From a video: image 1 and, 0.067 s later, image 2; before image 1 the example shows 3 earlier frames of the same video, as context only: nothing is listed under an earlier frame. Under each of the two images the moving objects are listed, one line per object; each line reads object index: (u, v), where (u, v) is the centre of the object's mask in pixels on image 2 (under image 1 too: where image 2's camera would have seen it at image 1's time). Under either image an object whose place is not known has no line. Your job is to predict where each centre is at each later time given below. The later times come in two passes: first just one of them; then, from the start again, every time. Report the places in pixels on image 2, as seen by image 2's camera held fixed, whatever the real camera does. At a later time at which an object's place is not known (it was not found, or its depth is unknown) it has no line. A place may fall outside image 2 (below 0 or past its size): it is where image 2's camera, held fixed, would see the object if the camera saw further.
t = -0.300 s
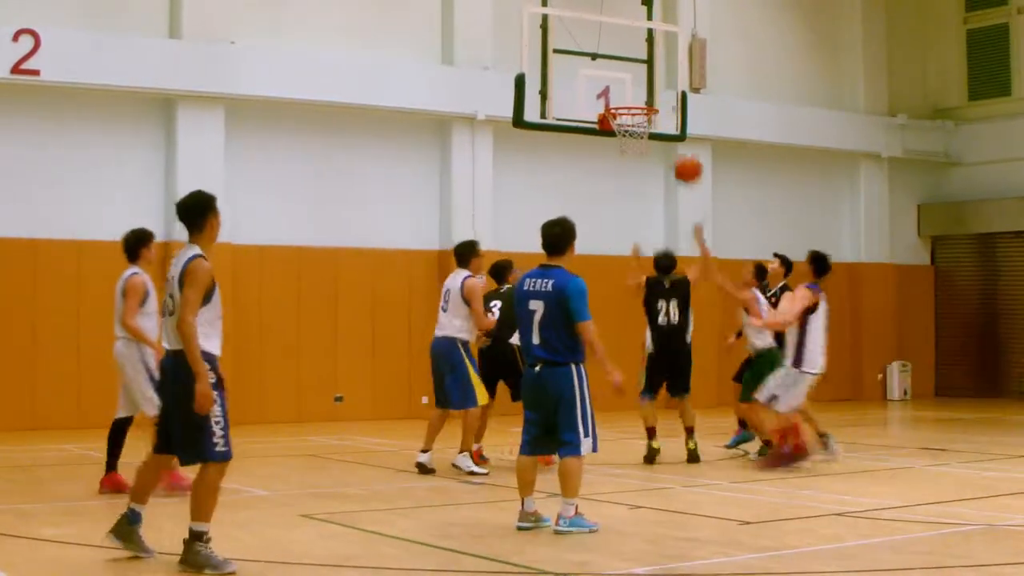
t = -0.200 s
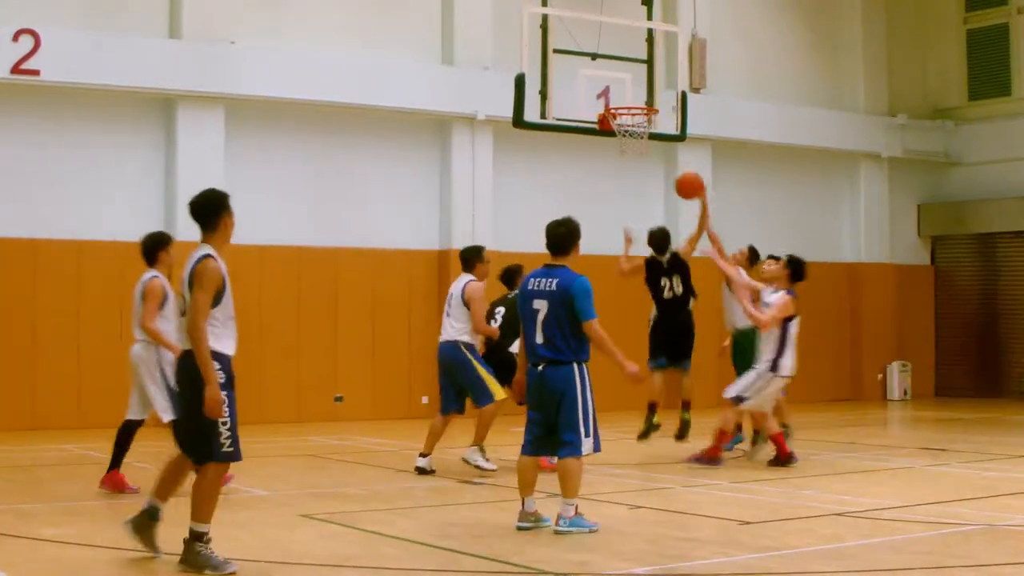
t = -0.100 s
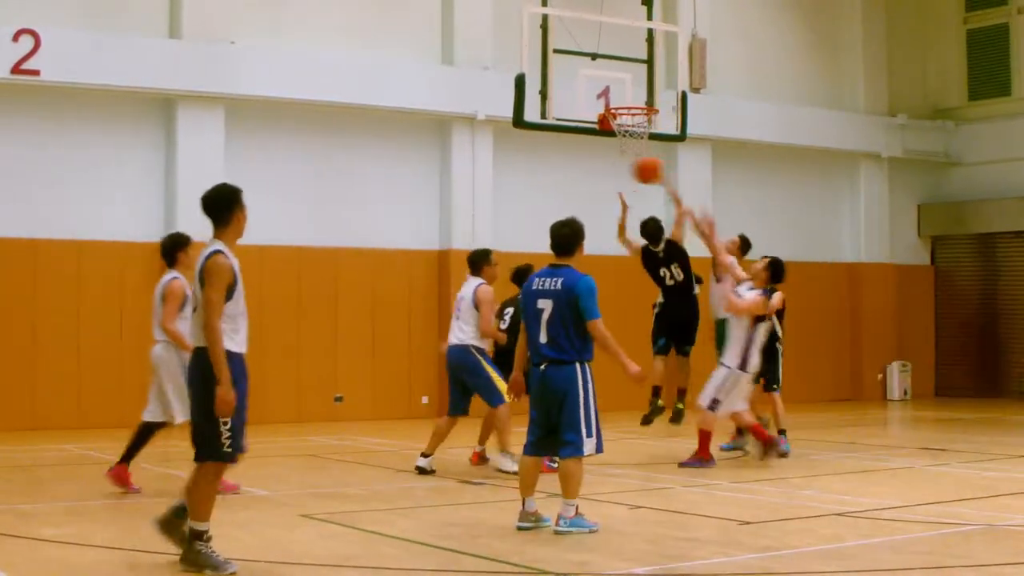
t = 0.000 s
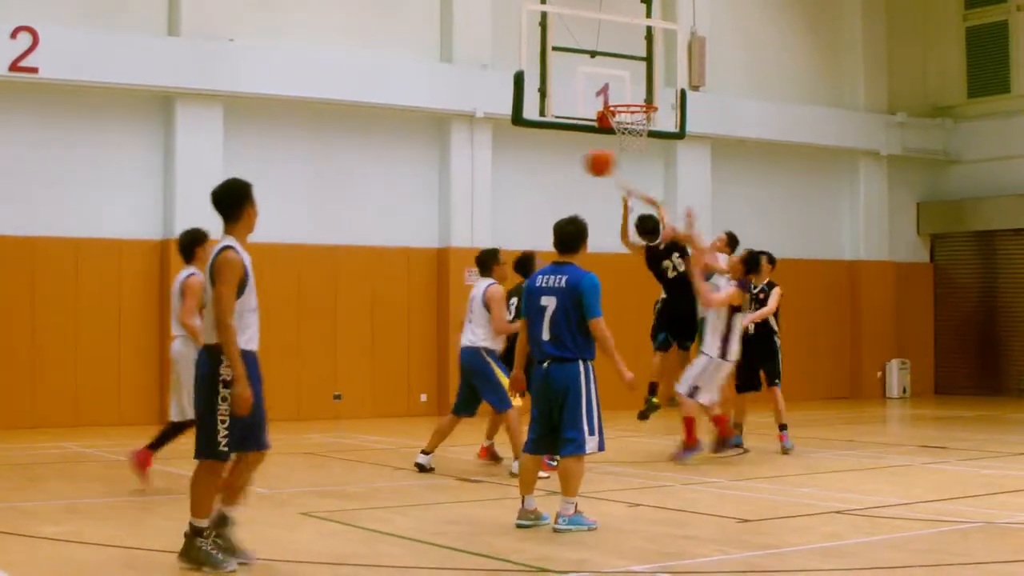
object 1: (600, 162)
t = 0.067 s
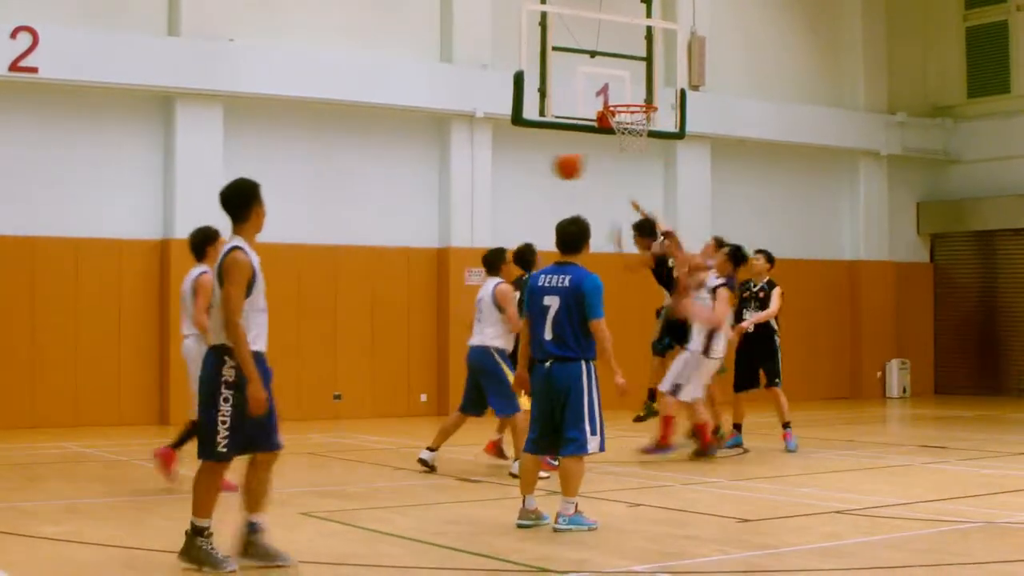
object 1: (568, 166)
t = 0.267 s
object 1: (474, 207)
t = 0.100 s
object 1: (553, 169)
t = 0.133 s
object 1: (537, 174)
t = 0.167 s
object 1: (522, 180)
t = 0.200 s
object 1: (505, 188)
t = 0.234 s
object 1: (490, 197)
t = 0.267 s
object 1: (474, 207)
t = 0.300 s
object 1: (459, 218)
